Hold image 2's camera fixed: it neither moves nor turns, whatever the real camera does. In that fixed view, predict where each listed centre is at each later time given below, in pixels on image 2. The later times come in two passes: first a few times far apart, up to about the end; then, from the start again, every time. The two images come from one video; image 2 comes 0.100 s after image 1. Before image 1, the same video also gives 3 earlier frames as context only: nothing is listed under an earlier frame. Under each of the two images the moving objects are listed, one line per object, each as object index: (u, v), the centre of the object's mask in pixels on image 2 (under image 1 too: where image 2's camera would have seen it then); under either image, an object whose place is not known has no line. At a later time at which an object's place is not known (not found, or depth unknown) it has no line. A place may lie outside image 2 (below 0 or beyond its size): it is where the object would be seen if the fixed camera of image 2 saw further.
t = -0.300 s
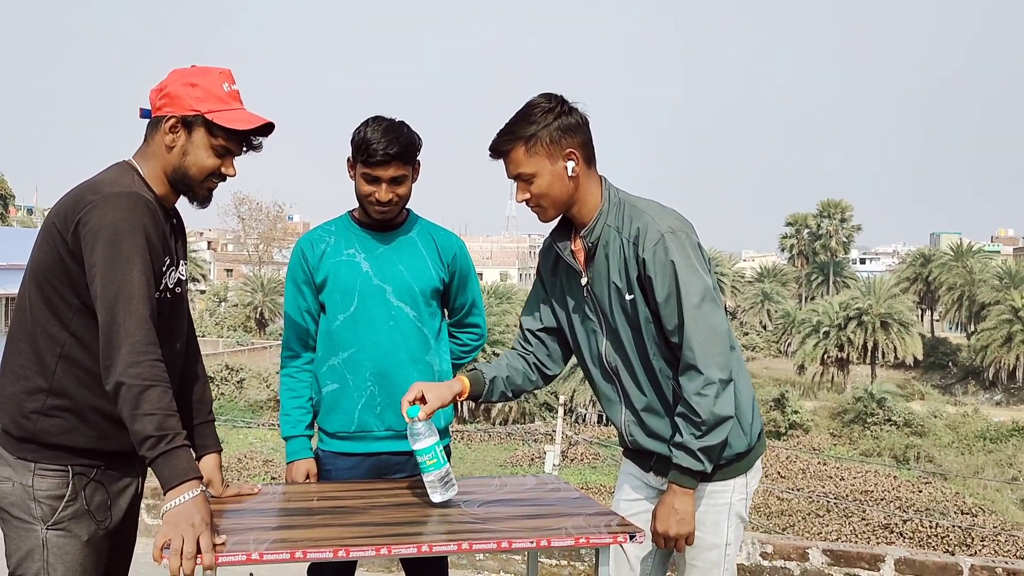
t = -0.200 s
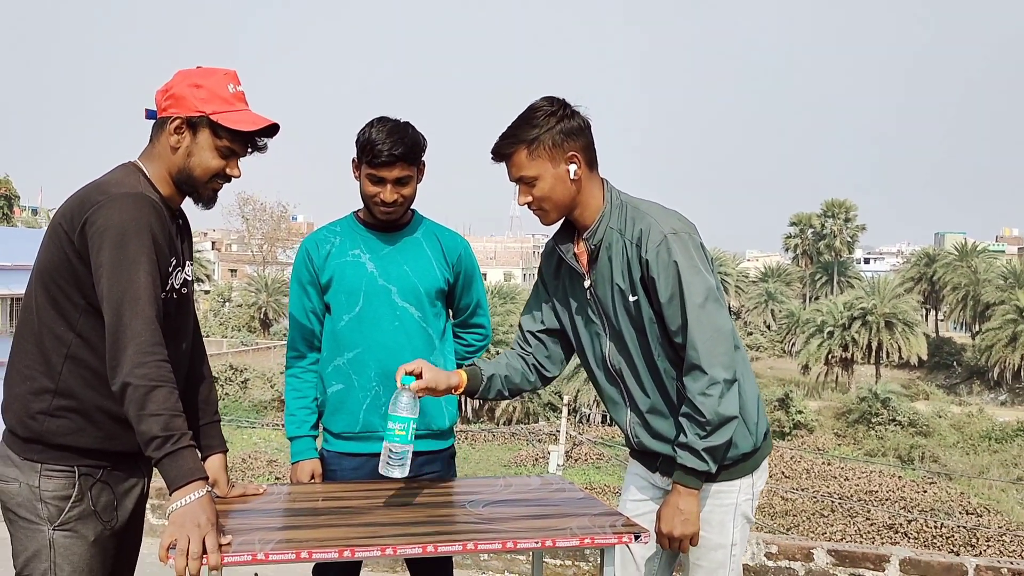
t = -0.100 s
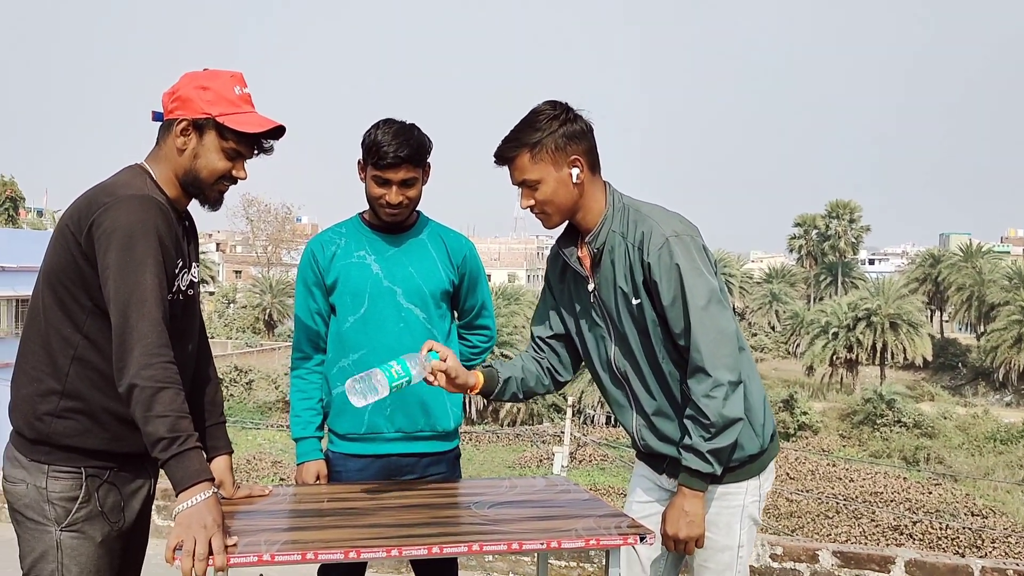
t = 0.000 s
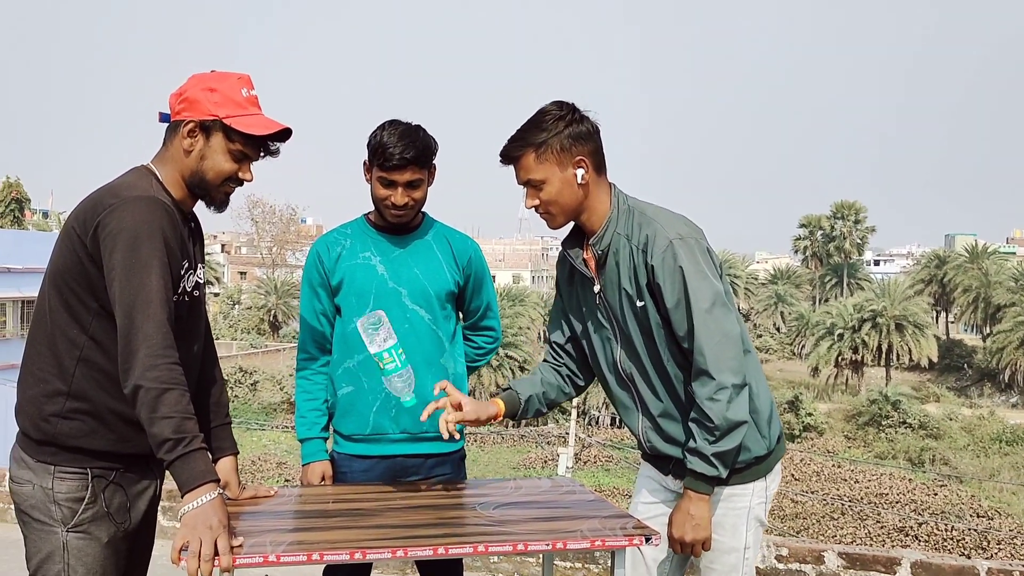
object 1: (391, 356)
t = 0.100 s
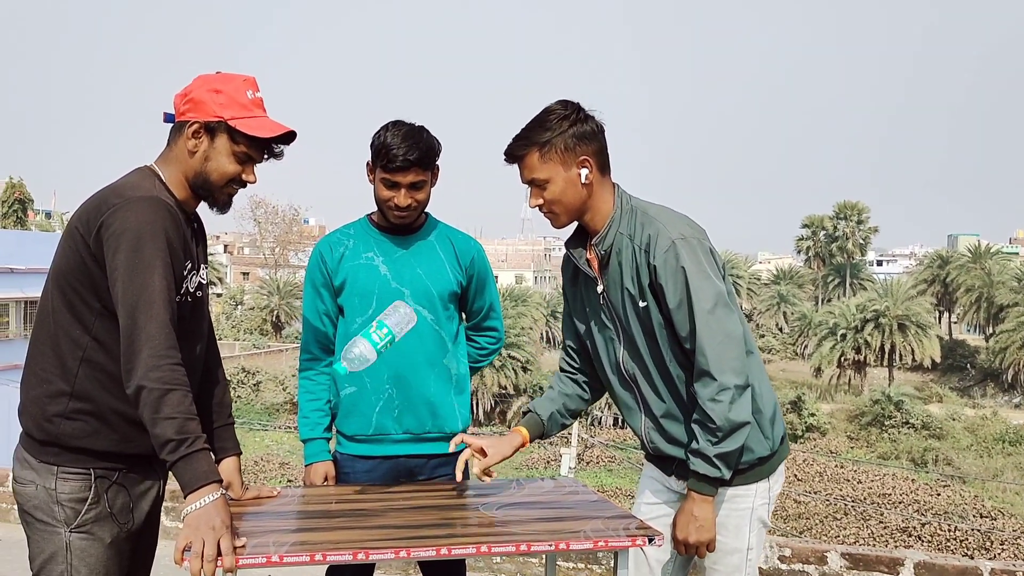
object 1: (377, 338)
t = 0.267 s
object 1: (394, 404)
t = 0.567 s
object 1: (392, 500)
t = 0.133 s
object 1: (378, 339)
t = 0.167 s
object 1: (382, 345)
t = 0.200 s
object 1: (387, 358)
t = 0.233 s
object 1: (391, 378)
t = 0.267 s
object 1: (394, 404)
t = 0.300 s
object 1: (397, 436)
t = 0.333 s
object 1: (395, 478)
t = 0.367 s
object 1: (391, 490)
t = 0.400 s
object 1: (391, 500)
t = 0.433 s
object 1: (392, 498)
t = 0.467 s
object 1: (392, 500)
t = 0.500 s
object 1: (392, 500)
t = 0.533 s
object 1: (392, 500)
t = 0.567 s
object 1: (392, 500)
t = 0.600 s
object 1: (392, 500)
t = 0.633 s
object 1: (392, 500)
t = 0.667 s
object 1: (392, 500)
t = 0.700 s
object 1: (392, 500)
